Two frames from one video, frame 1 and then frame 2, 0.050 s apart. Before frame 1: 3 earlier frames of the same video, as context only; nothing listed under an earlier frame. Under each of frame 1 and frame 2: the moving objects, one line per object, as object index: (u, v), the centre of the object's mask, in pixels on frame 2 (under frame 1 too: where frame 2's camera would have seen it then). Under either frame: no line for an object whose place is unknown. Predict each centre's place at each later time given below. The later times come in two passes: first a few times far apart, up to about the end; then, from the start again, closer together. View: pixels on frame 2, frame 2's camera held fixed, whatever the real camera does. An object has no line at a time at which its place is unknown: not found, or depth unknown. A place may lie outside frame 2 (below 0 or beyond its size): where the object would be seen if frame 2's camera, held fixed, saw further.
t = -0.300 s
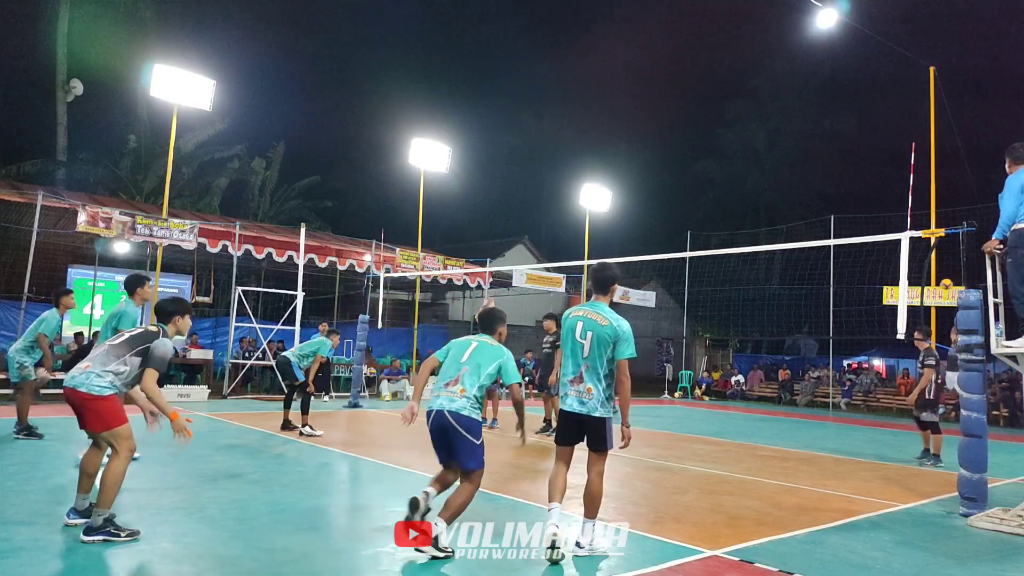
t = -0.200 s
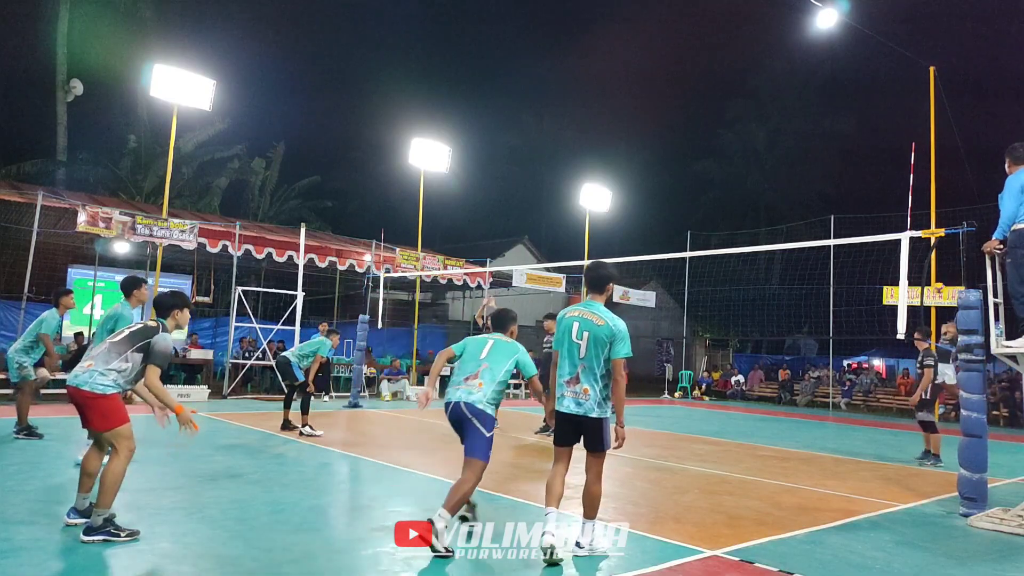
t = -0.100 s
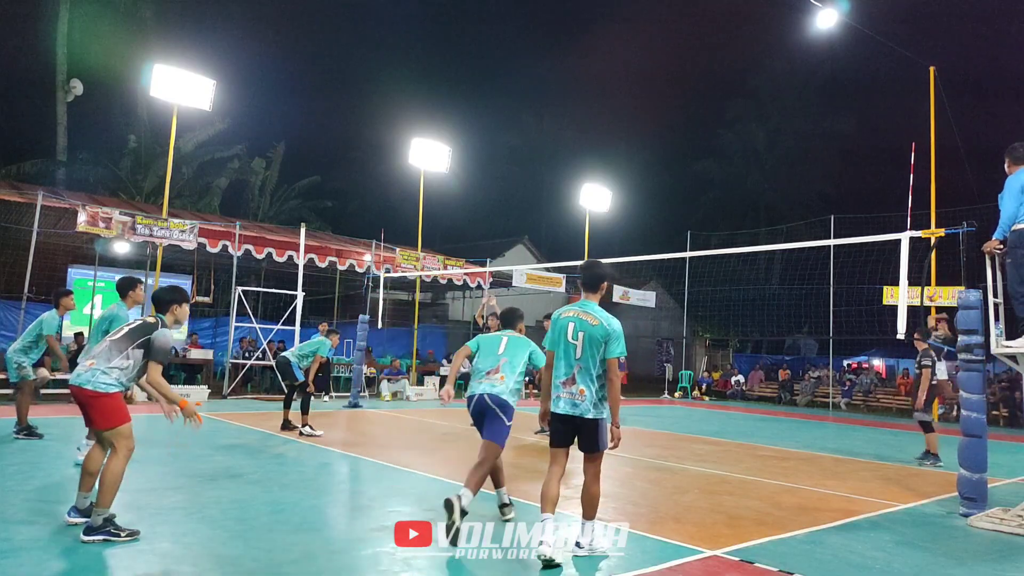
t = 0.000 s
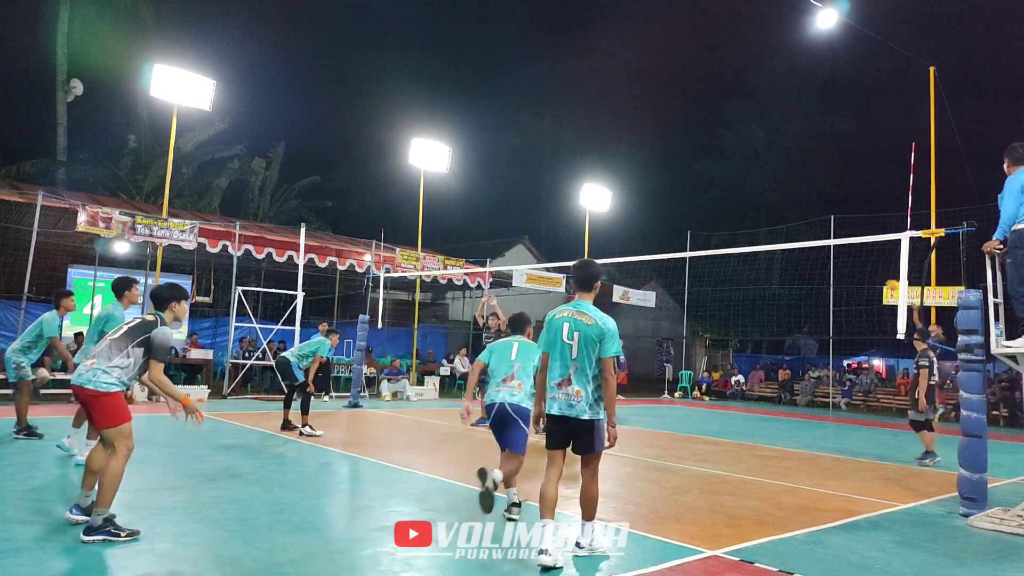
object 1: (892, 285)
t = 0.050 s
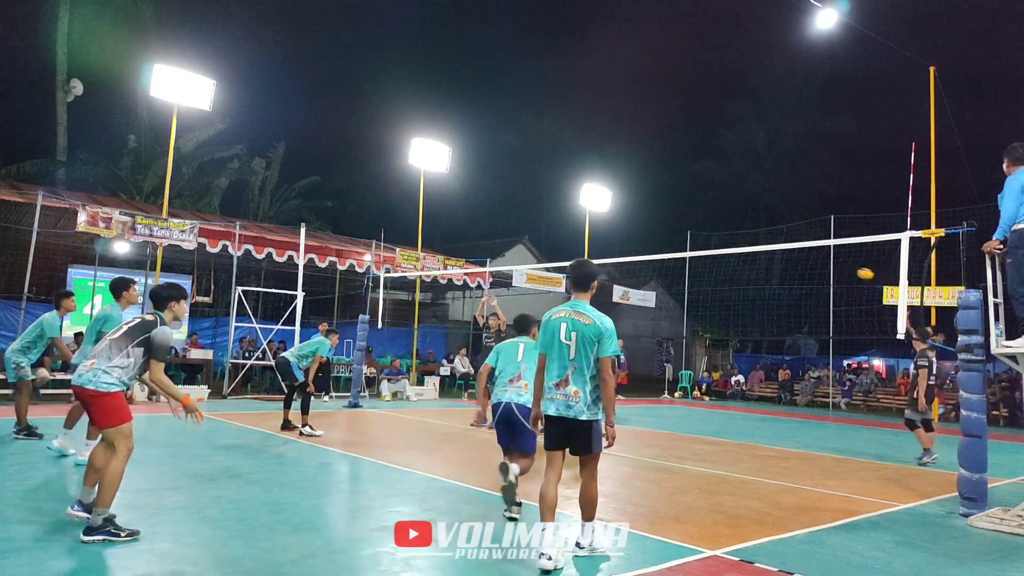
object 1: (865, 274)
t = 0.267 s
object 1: (736, 237)
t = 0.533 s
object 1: (558, 228)
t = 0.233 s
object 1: (756, 241)
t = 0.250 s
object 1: (746, 239)
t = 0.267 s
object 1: (736, 237)
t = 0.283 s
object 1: (726, 236)
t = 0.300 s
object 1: (715, 234)
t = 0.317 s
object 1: (705, 233)
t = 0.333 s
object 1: (694, 231)
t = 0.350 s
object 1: (684, 230)
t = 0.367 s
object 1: (673, 229)
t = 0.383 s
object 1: (662, 229)
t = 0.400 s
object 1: (651, 228)
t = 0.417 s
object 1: (639, 228)
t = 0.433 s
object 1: (628, 227)
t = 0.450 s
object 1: (617, 227)
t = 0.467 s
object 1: (605, 227)
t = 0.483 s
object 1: (595, 227)
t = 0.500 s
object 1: (581, 227)
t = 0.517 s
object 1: (570, 227)
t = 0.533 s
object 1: (558, 228)
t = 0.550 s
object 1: (546, 228)
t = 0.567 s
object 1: (534, 229)
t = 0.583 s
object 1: (521, 230)
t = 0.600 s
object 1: (508, 231)
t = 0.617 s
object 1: (496, 232)
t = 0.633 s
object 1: (483, 234)
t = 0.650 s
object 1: (470, 235)
